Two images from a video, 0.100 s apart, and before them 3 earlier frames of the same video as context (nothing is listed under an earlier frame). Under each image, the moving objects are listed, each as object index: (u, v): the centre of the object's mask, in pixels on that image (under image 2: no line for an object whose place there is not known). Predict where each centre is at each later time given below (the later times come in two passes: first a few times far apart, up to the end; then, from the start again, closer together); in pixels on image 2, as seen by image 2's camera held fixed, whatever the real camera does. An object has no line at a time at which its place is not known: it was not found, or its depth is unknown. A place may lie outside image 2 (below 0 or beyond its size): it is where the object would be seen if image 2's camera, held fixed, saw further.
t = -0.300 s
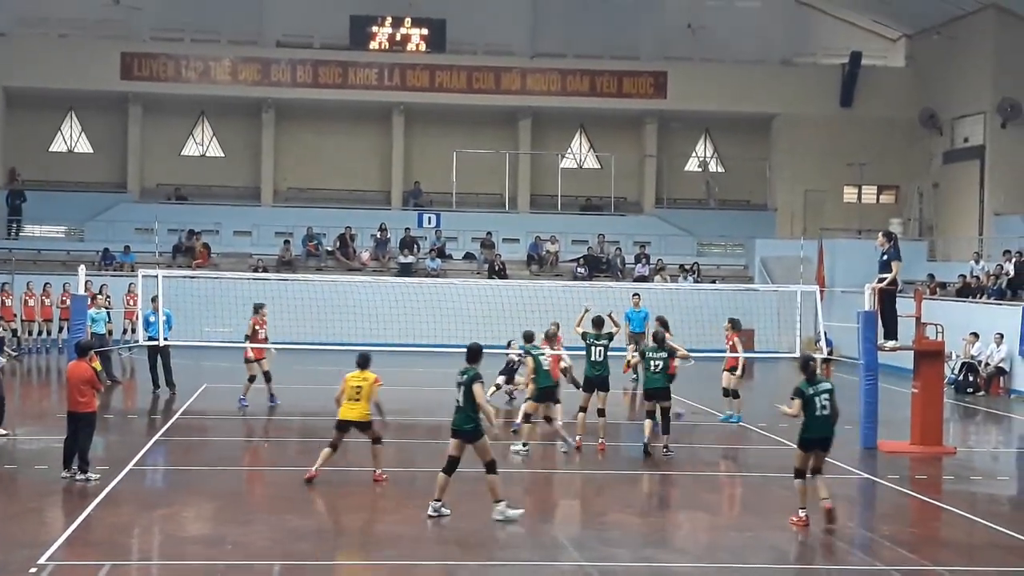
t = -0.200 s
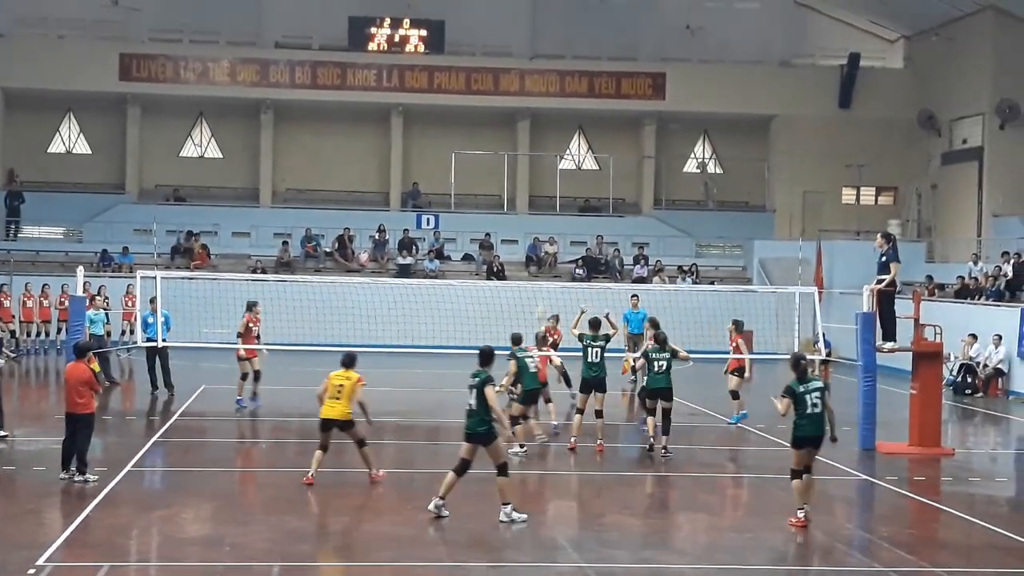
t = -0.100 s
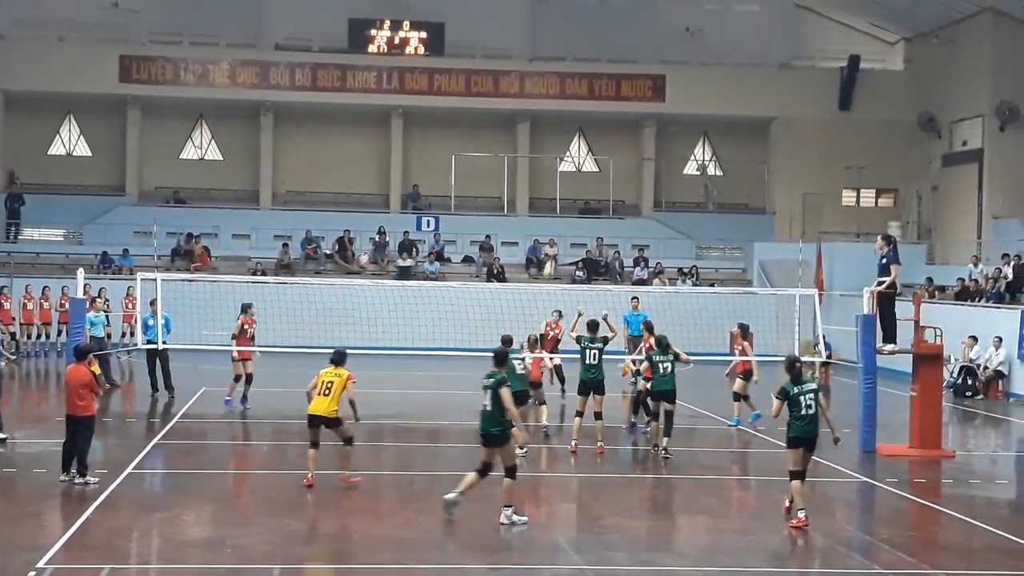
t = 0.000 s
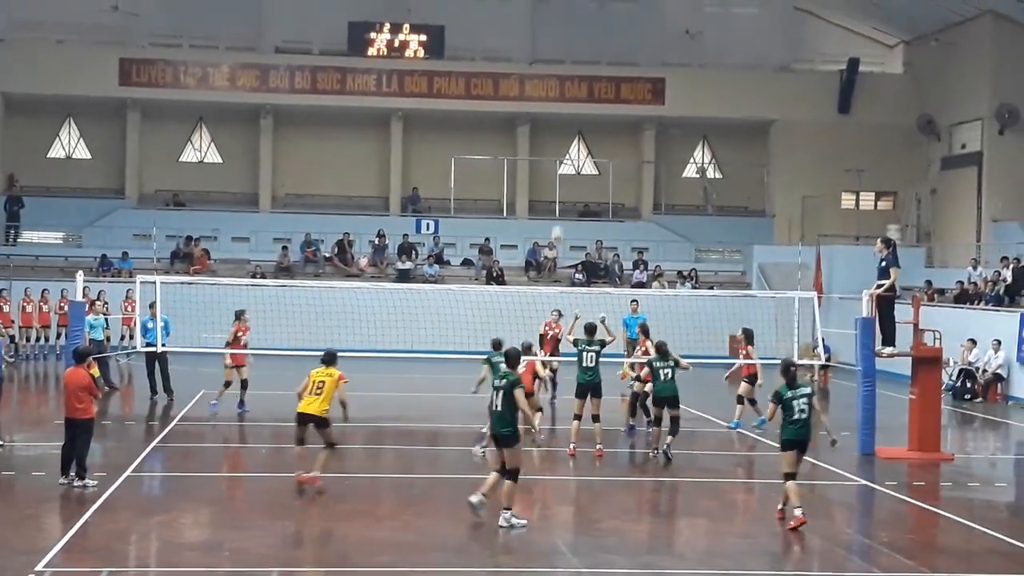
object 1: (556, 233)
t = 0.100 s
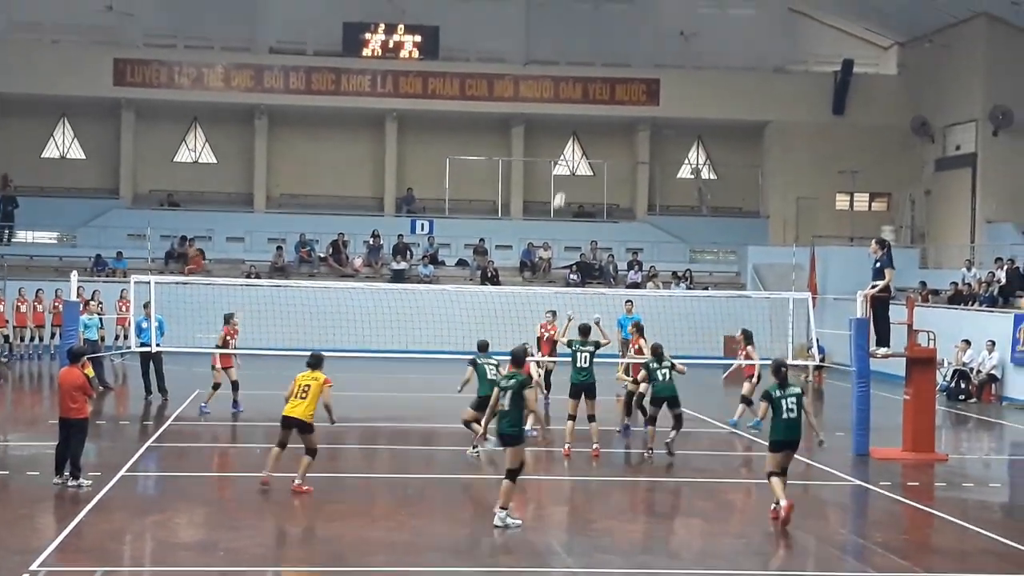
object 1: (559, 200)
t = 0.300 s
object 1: (574, 153)
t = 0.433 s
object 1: (583, 129)
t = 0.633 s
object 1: (596, 115)
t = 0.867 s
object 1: (611, 125)
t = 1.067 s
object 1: (622, 157)
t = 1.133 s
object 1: (626, 173)
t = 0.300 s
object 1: (574, 153)
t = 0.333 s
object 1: (577, 143)
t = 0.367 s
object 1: (579, 138)
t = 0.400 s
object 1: (581, 133)
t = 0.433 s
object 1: (583, 129)
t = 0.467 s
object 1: (585, 125)
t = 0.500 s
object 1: (588, 122)
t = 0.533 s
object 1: (590, 119)
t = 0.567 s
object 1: (592, 117)
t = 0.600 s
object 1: (594, 115)
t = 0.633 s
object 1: (596, 115)
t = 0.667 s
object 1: (599, 114)
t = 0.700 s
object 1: (601, 115)
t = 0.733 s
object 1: (603, 115)
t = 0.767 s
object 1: (605, 117)
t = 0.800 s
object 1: (607, 119)
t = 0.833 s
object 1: (609, 121)
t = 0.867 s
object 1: (611, 125)
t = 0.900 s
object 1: (613, 129)
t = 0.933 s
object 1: (615, 133)
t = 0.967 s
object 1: (617, 139)
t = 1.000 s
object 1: (619, 144)
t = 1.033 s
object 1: (620, 150)
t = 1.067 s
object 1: (622, 157)
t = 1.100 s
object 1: (624, 165)
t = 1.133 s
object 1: (626, 173)
